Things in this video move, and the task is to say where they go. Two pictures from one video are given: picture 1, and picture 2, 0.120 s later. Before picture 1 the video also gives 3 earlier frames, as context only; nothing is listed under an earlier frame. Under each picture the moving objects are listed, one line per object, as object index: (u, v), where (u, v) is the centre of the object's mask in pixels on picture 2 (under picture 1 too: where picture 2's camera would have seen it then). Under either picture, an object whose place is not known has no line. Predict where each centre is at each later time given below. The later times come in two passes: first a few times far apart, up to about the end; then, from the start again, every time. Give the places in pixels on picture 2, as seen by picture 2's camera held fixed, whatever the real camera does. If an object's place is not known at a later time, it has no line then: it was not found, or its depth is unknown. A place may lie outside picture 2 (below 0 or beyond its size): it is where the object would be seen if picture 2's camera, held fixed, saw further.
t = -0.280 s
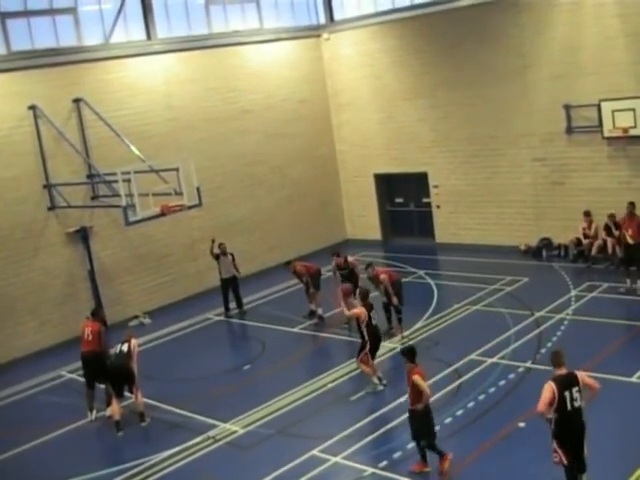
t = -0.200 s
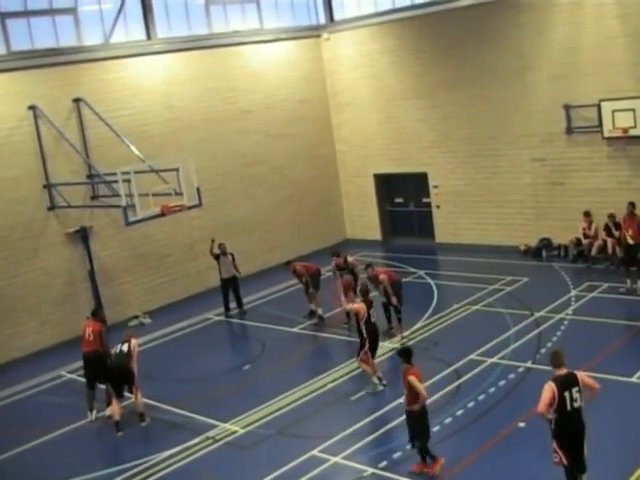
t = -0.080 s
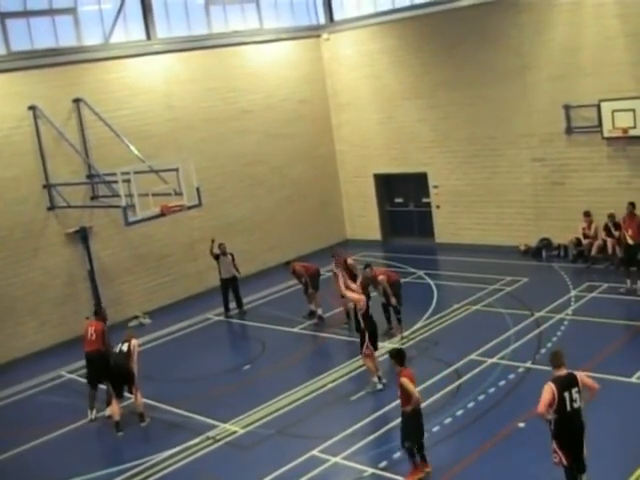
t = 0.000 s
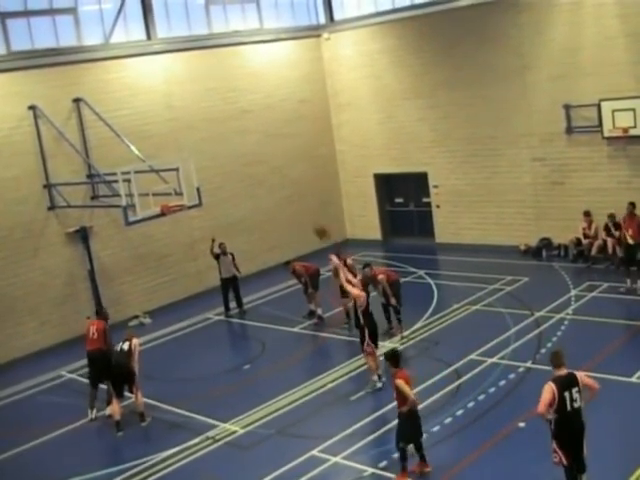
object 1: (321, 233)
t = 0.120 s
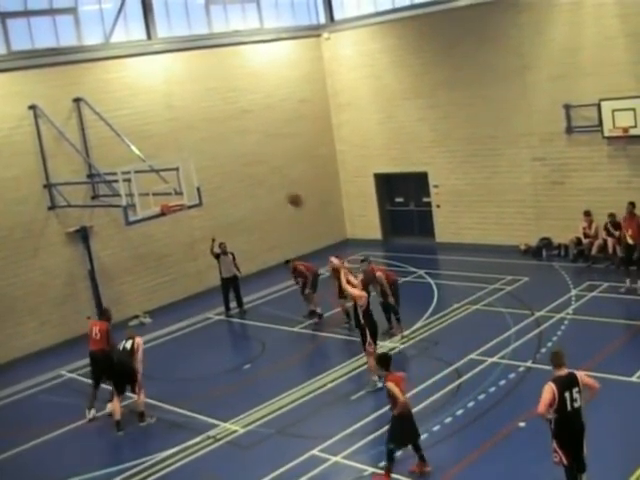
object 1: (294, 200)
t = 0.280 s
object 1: (263, 172)
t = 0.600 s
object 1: (212, 164)
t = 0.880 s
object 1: (179, 199)
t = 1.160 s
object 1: (175, 231)
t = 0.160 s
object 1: (286, 192)
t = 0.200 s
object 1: (278, 184)
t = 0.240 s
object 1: (270, 179)
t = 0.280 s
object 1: (263, 172)
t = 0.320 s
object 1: (255, 169)
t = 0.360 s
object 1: (248, 165)
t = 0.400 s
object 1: (242, 163)
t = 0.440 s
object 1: (235, 161)
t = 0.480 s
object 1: (229, 161)
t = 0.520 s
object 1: (223, 161)
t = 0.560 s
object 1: (217, 162)
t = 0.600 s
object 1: (212, 164)
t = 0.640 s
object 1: (206, 167)
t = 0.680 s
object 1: (202, 171)
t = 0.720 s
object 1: (197, 175)
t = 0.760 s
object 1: (192, 180)
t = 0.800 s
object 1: (188, 186)
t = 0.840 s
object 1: (183, 193)
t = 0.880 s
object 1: (179, 199)
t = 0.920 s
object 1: (177, 205)
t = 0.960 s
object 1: (174, 215)
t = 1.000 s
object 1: (173, 218)
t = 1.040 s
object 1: (173, 219)
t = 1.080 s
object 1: (174, 222)
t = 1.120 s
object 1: (175, 226)
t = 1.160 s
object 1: (175, 231)
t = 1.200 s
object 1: (176, 236)
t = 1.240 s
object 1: (177, 243)
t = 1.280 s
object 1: (179, 249)
